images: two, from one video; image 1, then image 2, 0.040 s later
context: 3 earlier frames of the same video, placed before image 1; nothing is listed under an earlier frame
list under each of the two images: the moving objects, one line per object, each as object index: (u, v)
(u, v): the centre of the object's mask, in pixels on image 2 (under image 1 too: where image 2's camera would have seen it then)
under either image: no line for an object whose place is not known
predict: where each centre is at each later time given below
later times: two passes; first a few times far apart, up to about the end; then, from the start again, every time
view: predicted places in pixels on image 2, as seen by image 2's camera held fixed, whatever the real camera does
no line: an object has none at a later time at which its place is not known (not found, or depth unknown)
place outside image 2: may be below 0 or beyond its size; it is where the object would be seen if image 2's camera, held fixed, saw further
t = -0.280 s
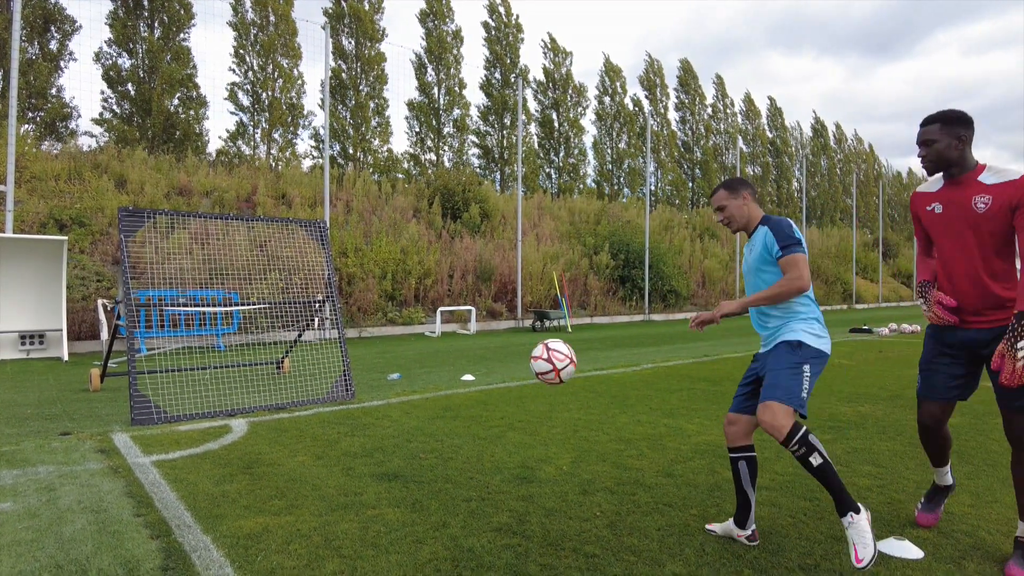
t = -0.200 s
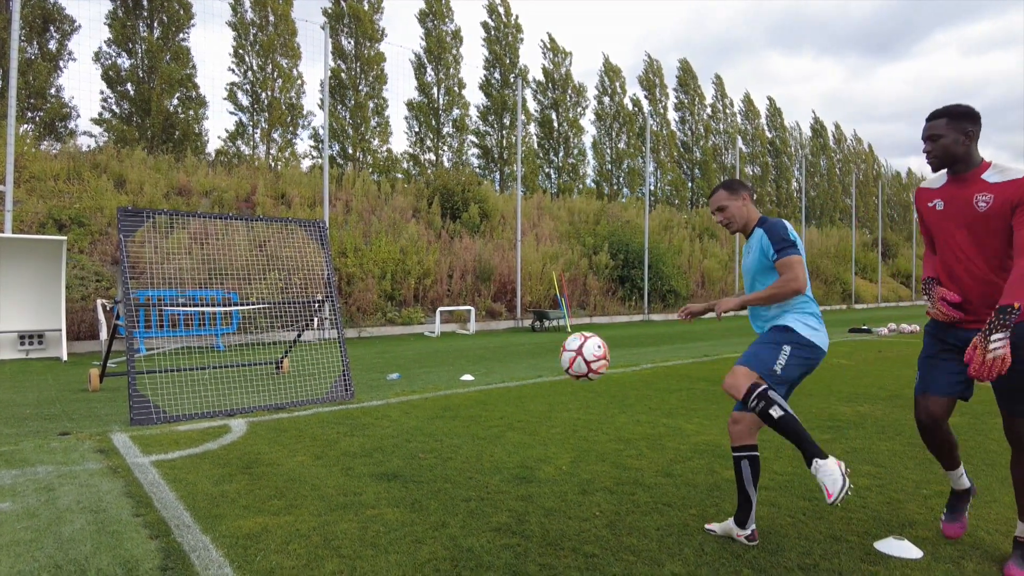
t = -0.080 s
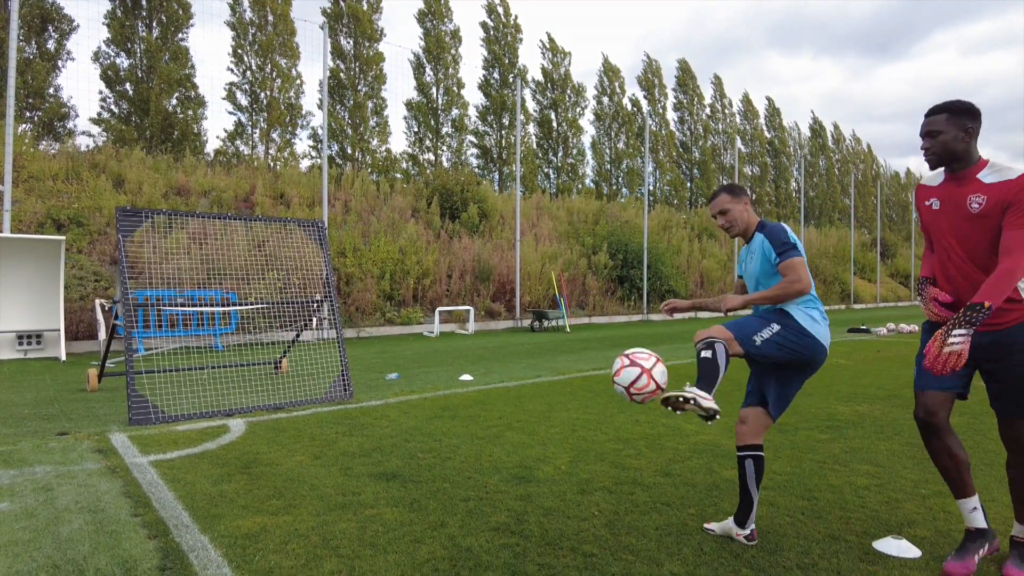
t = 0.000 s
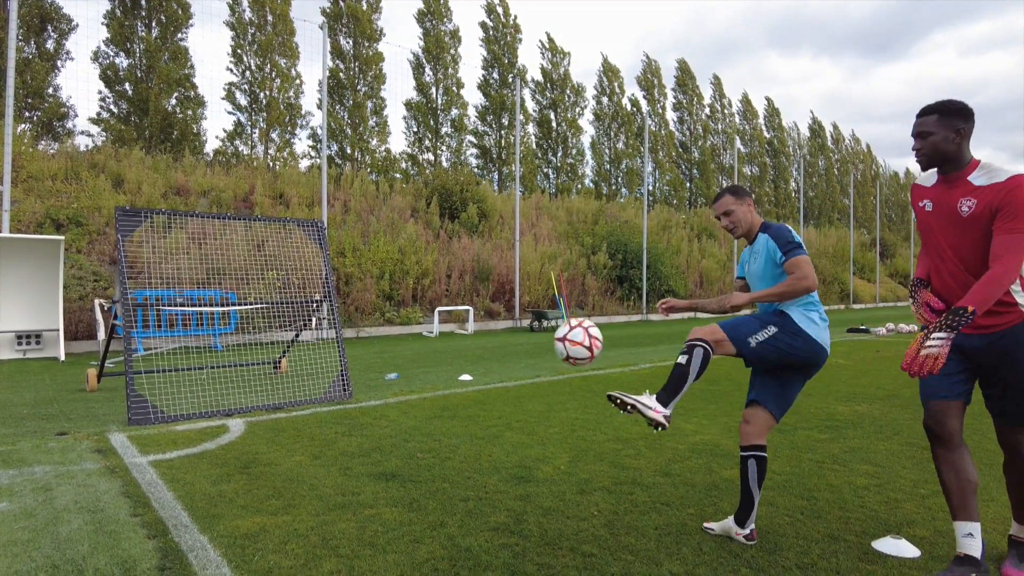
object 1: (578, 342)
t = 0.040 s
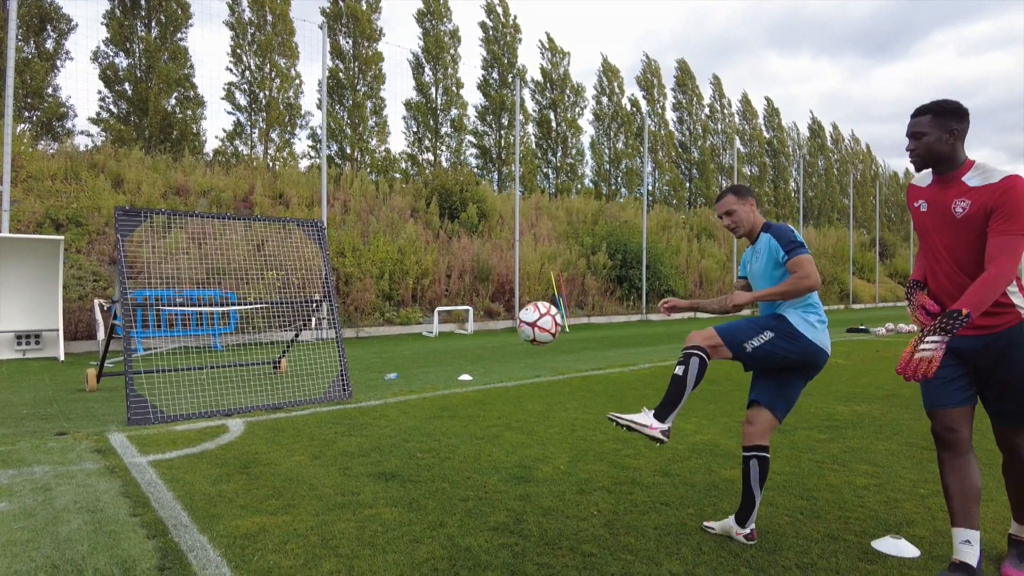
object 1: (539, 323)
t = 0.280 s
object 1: (393, 297)
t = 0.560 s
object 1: (307, 354)
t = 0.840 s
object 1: (410, 356)
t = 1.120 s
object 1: (575, 455)
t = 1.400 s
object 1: (726, 432)
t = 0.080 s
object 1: (506, 310)
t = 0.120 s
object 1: (477, 301)
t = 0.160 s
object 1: (452, 296)
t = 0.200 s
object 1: (430, 295)
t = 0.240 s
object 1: (410, 295)
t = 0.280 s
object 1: (393, 297)
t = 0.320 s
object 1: (376, 302)
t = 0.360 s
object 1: (361, 307)
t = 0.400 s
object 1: (349, 314)
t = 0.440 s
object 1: (336, 324)
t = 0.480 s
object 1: (326, 332)
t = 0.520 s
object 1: (315, 343)
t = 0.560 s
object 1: (307, 354)
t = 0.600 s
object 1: (317, 350)
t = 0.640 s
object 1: (331, 348)
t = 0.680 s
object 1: (344, 346)
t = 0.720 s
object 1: (359, 345)
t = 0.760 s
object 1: (375, 347)
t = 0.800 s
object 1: (392, 350)
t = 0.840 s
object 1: (410, 356)
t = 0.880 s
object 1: (430, 364)
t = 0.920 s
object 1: (451, 375)
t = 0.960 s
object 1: (473, 389)
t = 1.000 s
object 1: (497, 406)
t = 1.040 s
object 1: (524, 428)
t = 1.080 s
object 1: (553, 454)
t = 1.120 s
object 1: (575, 455)
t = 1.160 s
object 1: (594, 444)
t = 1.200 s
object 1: (613, 435)
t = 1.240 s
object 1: (634, 428)
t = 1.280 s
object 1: (655, 425)
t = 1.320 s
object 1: (678, 425)
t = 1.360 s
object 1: (701, 427)
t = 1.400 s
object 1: (726, 432)
